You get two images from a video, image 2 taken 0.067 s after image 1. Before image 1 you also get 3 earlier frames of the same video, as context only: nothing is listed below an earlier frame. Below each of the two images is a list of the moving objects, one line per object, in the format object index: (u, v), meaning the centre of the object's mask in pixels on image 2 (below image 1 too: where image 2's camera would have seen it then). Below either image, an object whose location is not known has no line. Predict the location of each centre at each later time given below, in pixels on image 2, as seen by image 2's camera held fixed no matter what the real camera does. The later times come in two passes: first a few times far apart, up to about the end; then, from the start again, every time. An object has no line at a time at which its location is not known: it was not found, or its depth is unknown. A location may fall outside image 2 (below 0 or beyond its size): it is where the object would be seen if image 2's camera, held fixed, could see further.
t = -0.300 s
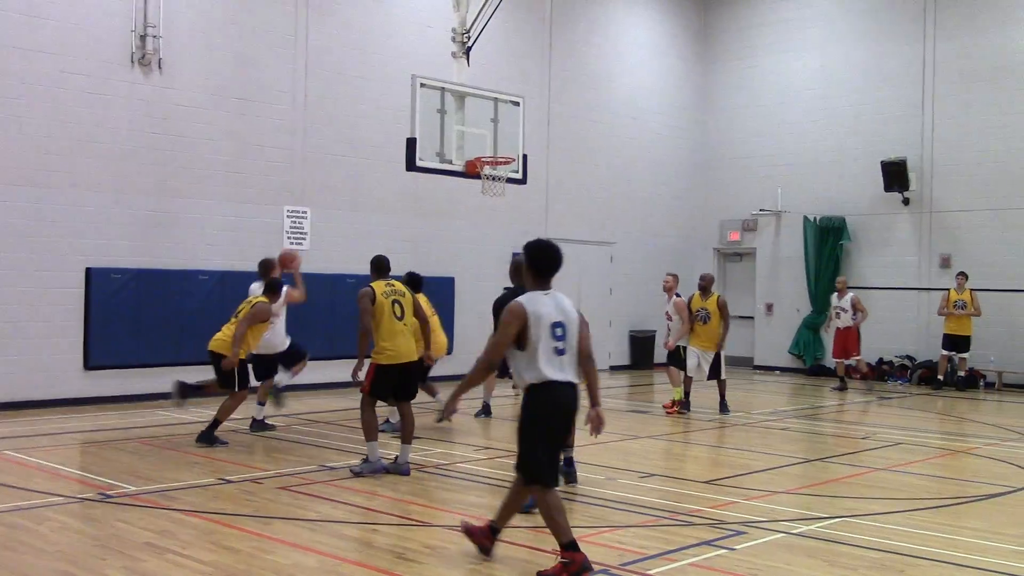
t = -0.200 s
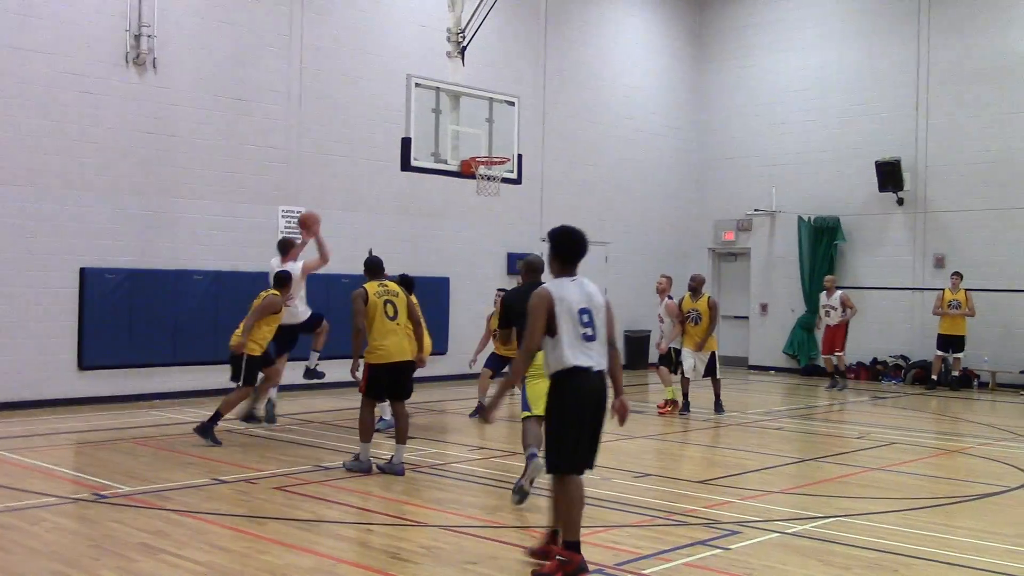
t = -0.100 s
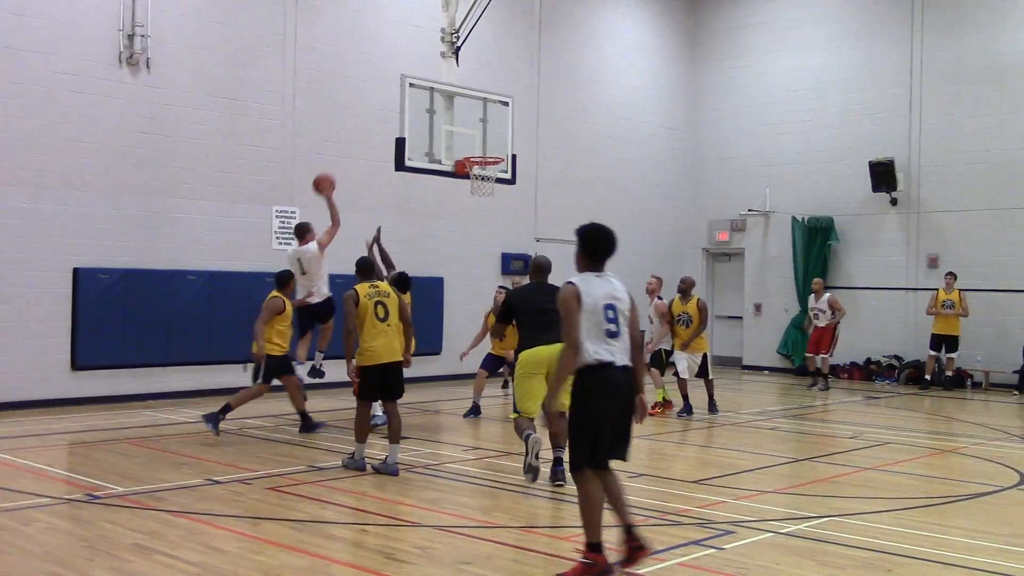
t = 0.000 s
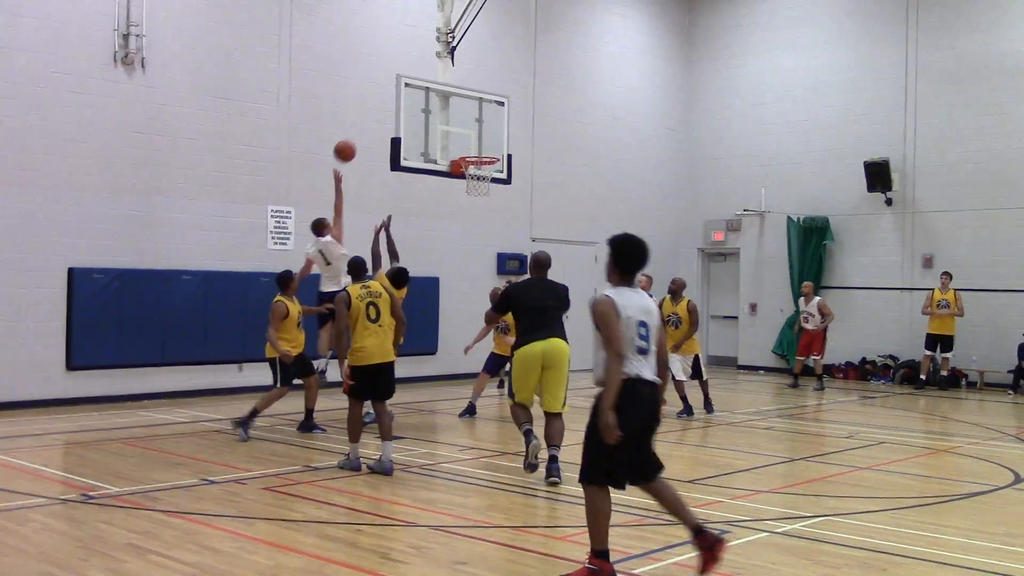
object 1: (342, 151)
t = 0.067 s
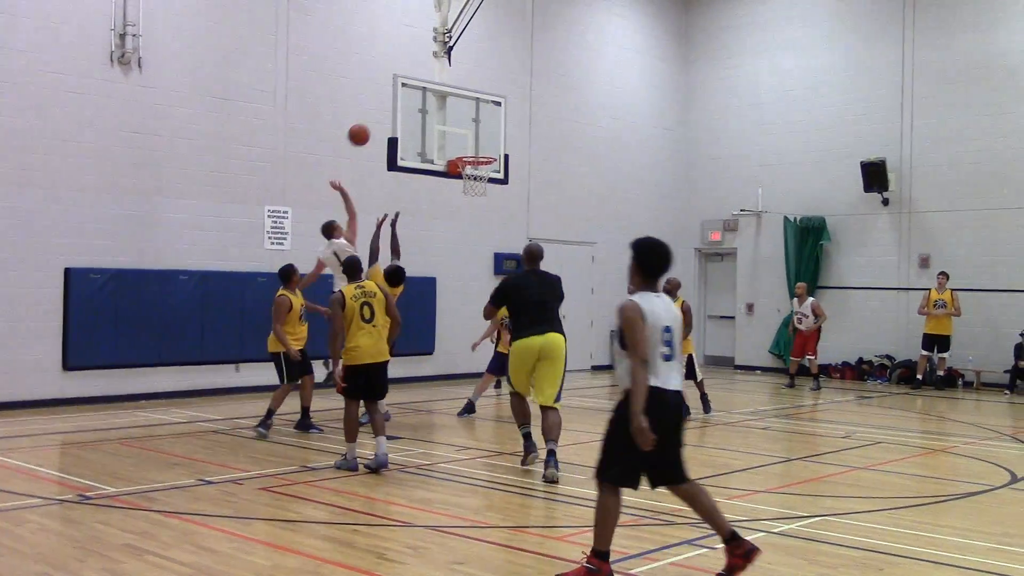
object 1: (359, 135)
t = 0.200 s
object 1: (392, 115)
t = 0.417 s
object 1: (441, 117)
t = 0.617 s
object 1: (482, 151)
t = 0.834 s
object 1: (479, 123)
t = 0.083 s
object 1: (363, 131)
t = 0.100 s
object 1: (367, 128)
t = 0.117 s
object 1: (371, 125)
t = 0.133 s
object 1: (376, 123)
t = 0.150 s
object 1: (379, 121)
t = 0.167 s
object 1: (384, 119)
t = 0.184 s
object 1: (387, 117)
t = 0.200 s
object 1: (392, 115)
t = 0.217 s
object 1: (396, 114)
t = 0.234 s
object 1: (399, 113)
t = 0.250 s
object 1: (403, 112)
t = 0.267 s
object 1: (407, 112)
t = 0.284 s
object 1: (411, 111)
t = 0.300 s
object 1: (415, 111)
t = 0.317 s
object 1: (419, 112)
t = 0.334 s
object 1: (422, 112)
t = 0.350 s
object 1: (426, 113)
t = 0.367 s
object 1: (430, 113)
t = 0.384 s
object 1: (433, 114)
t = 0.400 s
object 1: (437, 116)
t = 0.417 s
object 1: (441, 117)
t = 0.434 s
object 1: (444, 120)
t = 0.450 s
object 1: (448, 121)
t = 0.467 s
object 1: (451, 123)
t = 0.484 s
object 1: (455, 126)
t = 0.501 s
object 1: (458, 129)
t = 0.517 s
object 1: (462, 131)
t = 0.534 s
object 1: (465, 134)
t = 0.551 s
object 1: (469, 138)
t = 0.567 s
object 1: (472, 141)
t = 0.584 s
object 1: (475, 145)
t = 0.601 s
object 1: (479, 148)
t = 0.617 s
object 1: (482, 151)
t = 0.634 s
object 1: (482, 150)
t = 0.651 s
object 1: (482, 147)
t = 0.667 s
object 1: (482, 145)
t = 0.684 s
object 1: (482, 141)
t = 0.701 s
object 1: (481, 138)
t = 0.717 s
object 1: (481, 136)
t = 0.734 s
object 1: (481, 133)
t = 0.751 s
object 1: (481, 131)
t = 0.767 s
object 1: (480, 129)
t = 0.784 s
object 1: (480, 127)
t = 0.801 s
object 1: (480, 125)
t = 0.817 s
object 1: (479, 124)
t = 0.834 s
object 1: (479, 123)
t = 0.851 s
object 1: (479, 122)
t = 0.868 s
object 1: (478, 121)
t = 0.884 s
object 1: (478, 121)
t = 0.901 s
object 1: (478, 120)
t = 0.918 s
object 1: (478, 120)
